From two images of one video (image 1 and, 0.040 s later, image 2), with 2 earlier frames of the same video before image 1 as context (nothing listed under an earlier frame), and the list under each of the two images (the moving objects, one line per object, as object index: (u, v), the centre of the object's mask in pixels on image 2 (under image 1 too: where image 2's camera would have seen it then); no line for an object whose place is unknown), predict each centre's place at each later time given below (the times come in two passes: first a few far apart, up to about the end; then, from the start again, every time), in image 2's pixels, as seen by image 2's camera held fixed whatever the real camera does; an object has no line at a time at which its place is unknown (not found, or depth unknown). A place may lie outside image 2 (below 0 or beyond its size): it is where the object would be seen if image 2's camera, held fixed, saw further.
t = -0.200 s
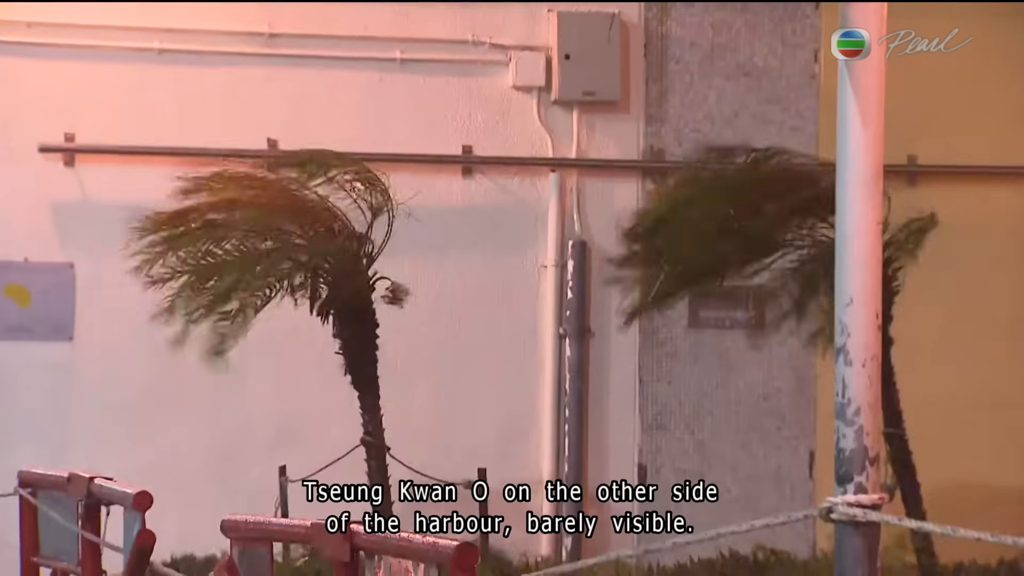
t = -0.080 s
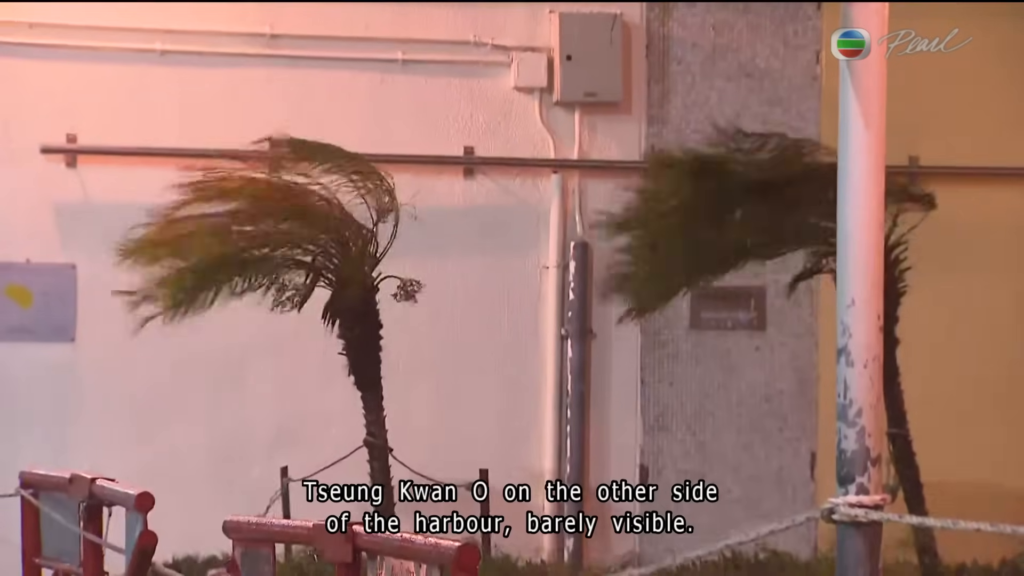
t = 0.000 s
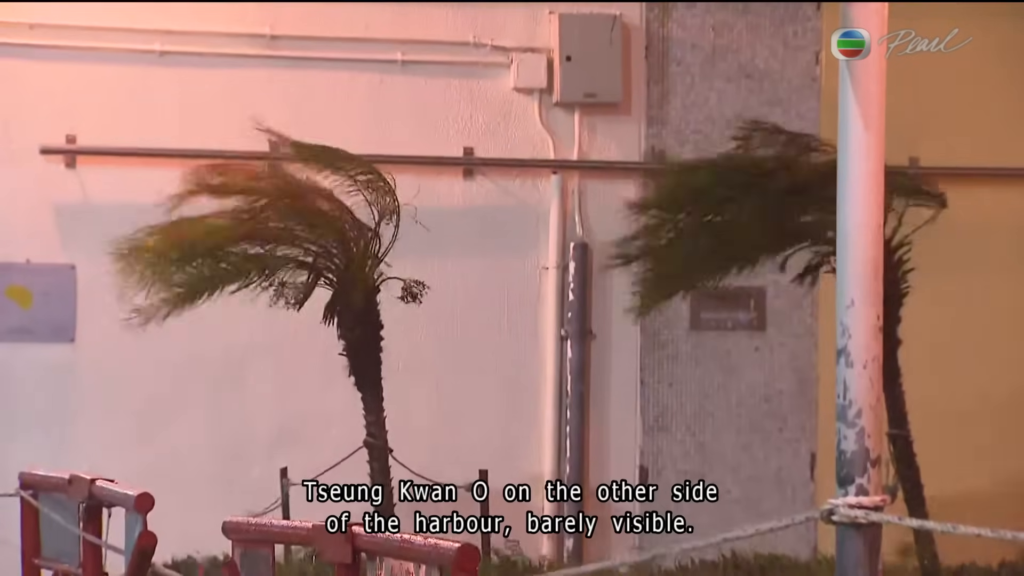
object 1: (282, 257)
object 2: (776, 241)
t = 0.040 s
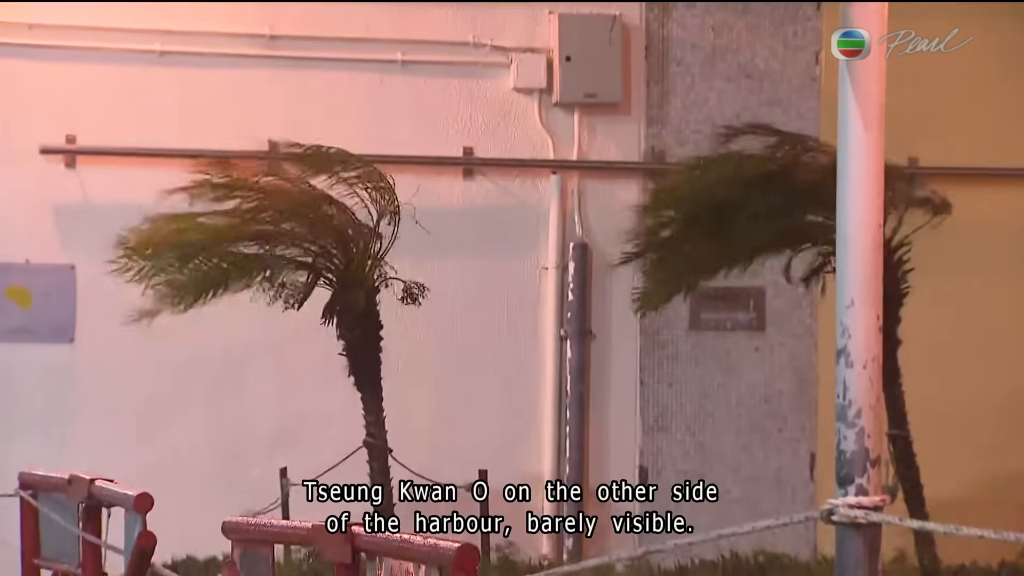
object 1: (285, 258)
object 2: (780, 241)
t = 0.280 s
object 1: (277, 263)
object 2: (760, 246)
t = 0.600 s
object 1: (277, 261)
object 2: (764, 241)
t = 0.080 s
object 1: (283, 258)
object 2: (778, 240)
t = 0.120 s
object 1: (279, 259)
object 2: (776, 239)
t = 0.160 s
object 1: (280, 260)
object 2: (775, 241)
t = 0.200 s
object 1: (279, 261)
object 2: (770, 243)
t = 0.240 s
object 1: (277, 261)
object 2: (766, 245)
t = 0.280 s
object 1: (277, 263)
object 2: (760, 246)
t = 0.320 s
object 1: (279, 261)
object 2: (759, 246)
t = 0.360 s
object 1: (278, 260)
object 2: (761, 247)
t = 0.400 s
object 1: (279, 259)
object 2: (764, 247)
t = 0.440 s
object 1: (279, 258)
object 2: (763, 245)
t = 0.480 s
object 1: (282, 258)
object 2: (763, 245)
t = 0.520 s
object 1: (282, 256)
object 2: (764, 245)
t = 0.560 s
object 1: (279, 258)
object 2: (763, 243)
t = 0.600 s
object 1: (277, 261)
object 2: (764, 241)
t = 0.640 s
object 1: (276, 262)
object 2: (764, 241)
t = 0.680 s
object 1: (276, 262)
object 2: (764, 242)
